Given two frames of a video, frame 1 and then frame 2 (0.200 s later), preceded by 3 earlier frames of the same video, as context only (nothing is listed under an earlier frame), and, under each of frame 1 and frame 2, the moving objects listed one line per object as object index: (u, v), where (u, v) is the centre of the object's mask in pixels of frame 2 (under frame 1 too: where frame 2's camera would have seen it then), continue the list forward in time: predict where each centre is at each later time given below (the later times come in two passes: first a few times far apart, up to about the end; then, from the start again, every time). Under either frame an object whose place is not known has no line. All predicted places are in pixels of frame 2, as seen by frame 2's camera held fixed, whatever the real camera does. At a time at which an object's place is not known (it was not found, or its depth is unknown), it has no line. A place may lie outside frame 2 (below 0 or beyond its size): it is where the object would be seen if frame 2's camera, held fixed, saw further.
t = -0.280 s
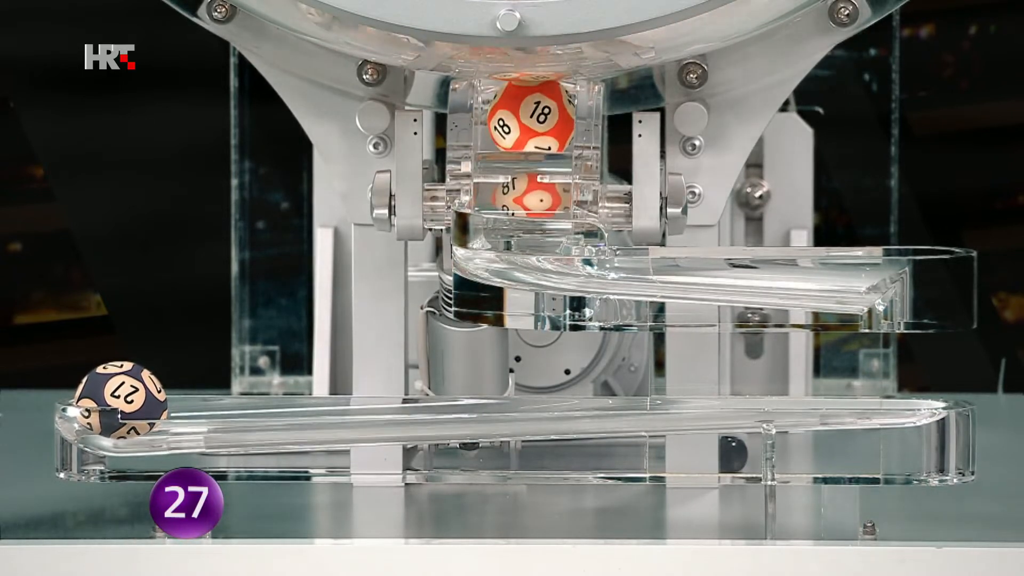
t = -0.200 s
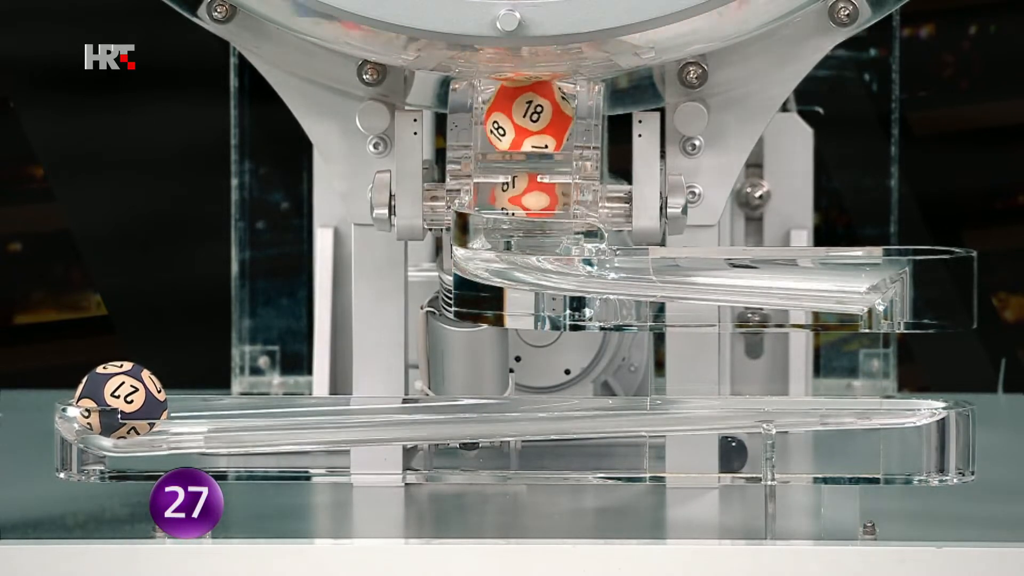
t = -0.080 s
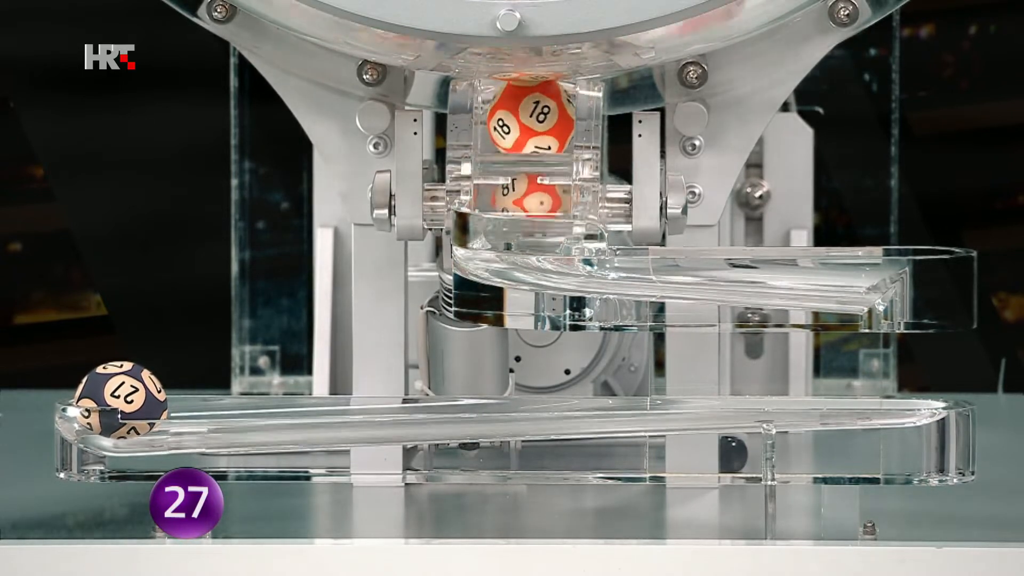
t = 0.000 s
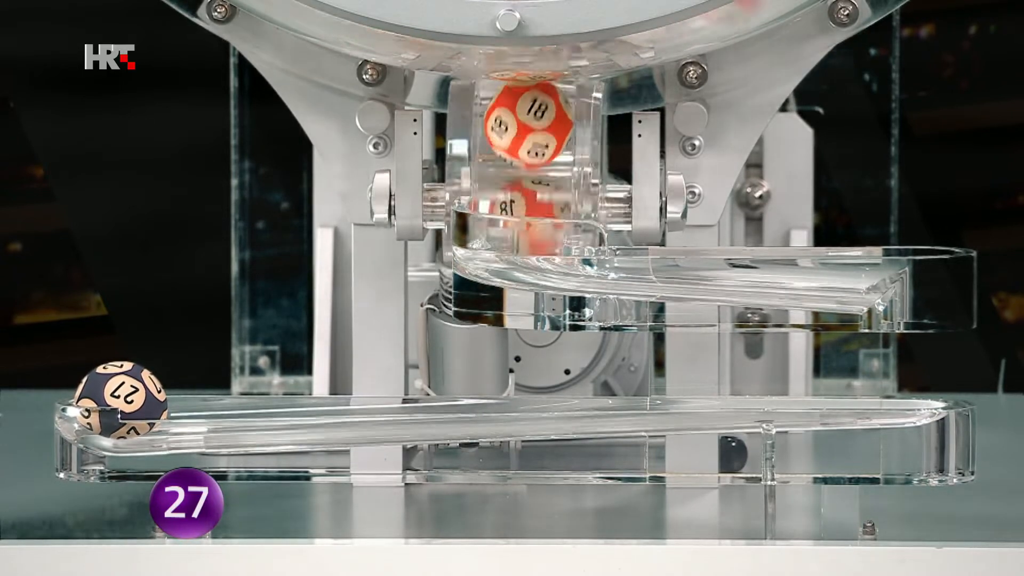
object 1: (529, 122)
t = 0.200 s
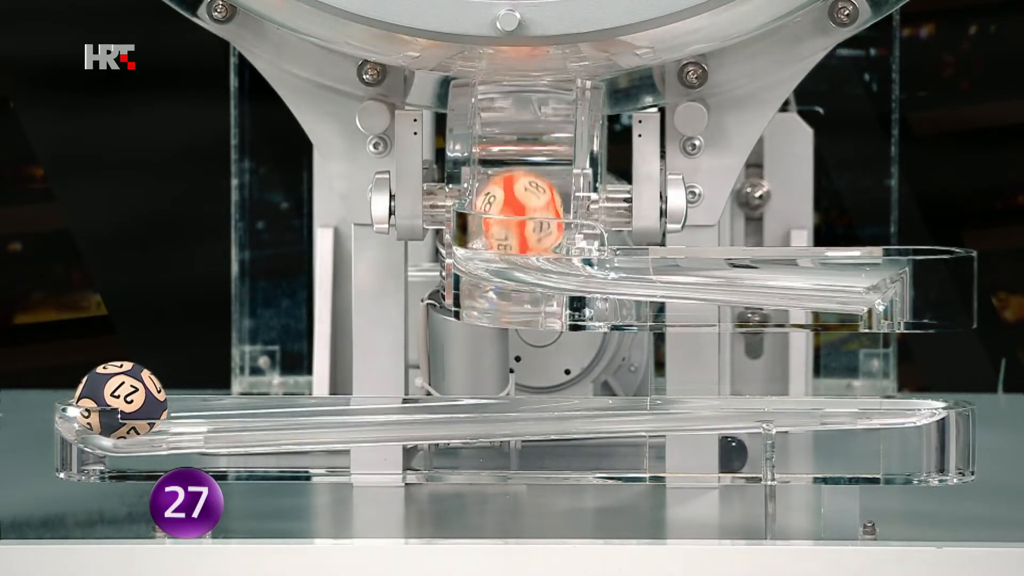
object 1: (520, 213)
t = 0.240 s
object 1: (522, 212)
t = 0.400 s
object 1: (546, 236)
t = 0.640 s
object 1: (755, 253)
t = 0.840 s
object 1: (915, 292)
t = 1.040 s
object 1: (911, 370)
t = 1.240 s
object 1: (892, 371)
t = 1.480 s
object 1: (862, 373)
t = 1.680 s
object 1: (817, 375)
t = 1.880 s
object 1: (759, 376)
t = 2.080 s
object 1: (686, 378)
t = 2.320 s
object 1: (582, 382)
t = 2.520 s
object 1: (482, 385)
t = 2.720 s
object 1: (366, 391)
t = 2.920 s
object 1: (230, 395)
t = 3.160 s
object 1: (224, 396)
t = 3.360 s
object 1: (222, 396)
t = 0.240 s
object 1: (522, 212)
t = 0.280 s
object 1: (519, 220)
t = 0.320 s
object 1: (516, 222)
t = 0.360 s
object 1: (525, 229)
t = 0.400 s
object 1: (546, 236)
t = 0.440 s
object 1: (577, 240)
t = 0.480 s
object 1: (613, 245)
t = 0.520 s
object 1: (651, 245)
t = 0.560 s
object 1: (684, 247)
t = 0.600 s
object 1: (718, 250)
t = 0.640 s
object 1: (755, 253)
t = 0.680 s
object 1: (794, 254)
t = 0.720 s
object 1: (833, 256)
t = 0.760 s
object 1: (875, 262)
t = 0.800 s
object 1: (913, 281)
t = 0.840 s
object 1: (915, 292)
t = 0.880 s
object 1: (910, 302)
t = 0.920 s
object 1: (915, 321)
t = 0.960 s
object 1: (907, 352)
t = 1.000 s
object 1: (895, 361)
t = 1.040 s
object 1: (911, 370)
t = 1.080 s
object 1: (892, 367)
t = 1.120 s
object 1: (889, 373)
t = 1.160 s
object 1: (891, 367)
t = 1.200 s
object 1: (892, 366)
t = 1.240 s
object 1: (892, 371)
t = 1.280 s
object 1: (889, 371)
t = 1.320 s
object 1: (884, 370)
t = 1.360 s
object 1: (878, 374)
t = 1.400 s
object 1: (873, 372)
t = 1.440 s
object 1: (869, 373)
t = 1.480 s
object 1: (862, 373)
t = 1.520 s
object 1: (854, 374)
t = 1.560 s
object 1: (845, 373)
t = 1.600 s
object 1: (837, 374)
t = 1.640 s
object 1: (827, 374)
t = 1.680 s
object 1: (817, 375)
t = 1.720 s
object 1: (806, 374)
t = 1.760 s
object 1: (794, 375)
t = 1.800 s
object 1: (782, 376)
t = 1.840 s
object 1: (770, 375)
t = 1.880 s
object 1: (759, 376)
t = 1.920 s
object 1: (745, 376)
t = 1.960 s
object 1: (732, 376)
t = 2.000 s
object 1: (717, 377)
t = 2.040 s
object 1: (701, 377)
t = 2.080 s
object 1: (686, 378)
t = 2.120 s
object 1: (671, 378)
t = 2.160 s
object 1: (653, 379)
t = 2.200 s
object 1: (636, 380)
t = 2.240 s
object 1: (619, 380)
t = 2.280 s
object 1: (601, 381)
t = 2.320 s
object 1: (582, 382)
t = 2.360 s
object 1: (562, 383)
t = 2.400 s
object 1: (542, 384)
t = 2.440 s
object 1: (522, 385)
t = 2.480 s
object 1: (502, 385)
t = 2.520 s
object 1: (482, 385)
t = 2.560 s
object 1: (459, 387)
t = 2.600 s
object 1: (438, 388)
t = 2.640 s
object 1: (414, 389)
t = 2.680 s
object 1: (390, 391)
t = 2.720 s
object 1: (366, 391)
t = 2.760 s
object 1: (338, 391)
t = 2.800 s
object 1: (313, 393)
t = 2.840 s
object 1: (286, 393)
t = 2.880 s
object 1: (259, 395)
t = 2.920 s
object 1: (230, 395)
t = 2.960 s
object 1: (214, 394)
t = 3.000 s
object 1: (216, 397)
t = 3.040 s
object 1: (218, 397)
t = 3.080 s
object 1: (221, 395)
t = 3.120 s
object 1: (223, 396)
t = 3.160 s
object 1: (224, 396)
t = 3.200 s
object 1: (226, 396)
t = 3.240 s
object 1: (226, 396)
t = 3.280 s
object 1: (225, 397)
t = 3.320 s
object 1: (224, 397)
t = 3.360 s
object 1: (222, 396)
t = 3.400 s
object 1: (220, 397)
